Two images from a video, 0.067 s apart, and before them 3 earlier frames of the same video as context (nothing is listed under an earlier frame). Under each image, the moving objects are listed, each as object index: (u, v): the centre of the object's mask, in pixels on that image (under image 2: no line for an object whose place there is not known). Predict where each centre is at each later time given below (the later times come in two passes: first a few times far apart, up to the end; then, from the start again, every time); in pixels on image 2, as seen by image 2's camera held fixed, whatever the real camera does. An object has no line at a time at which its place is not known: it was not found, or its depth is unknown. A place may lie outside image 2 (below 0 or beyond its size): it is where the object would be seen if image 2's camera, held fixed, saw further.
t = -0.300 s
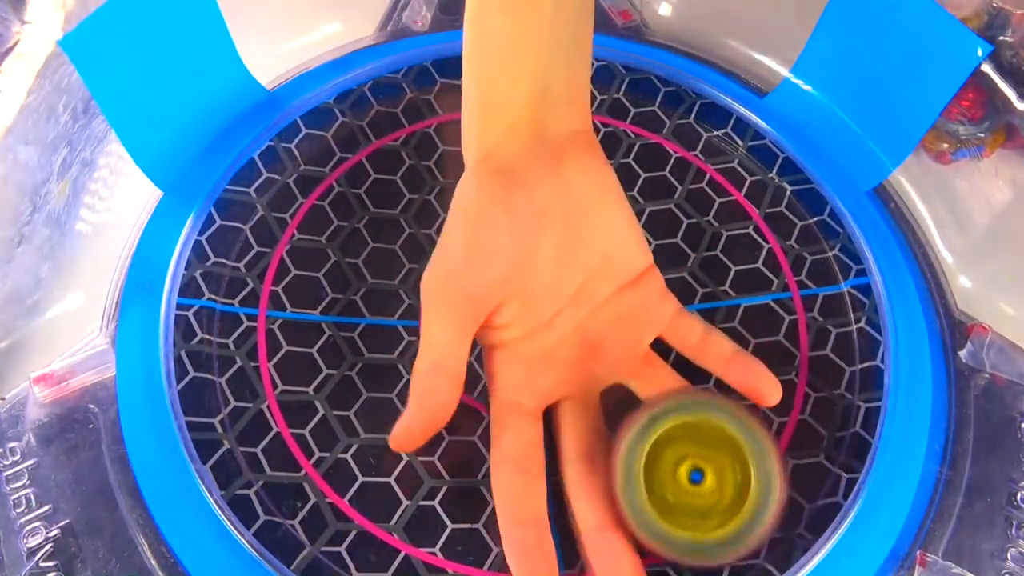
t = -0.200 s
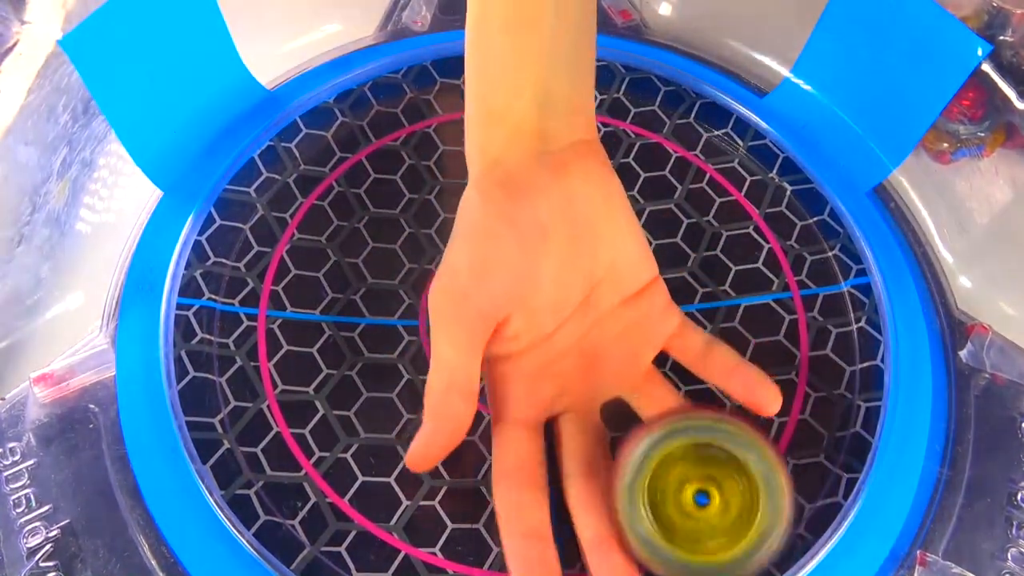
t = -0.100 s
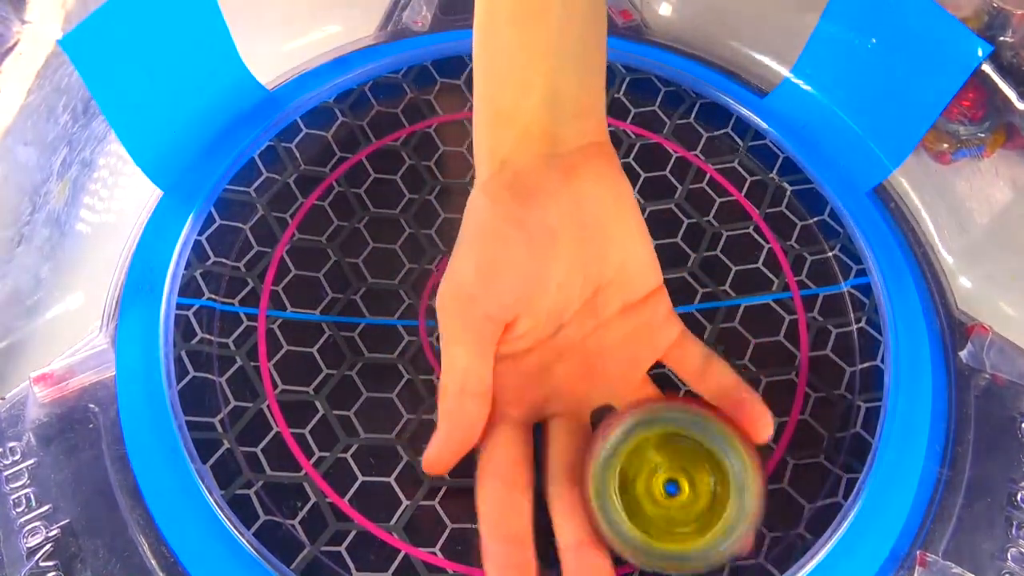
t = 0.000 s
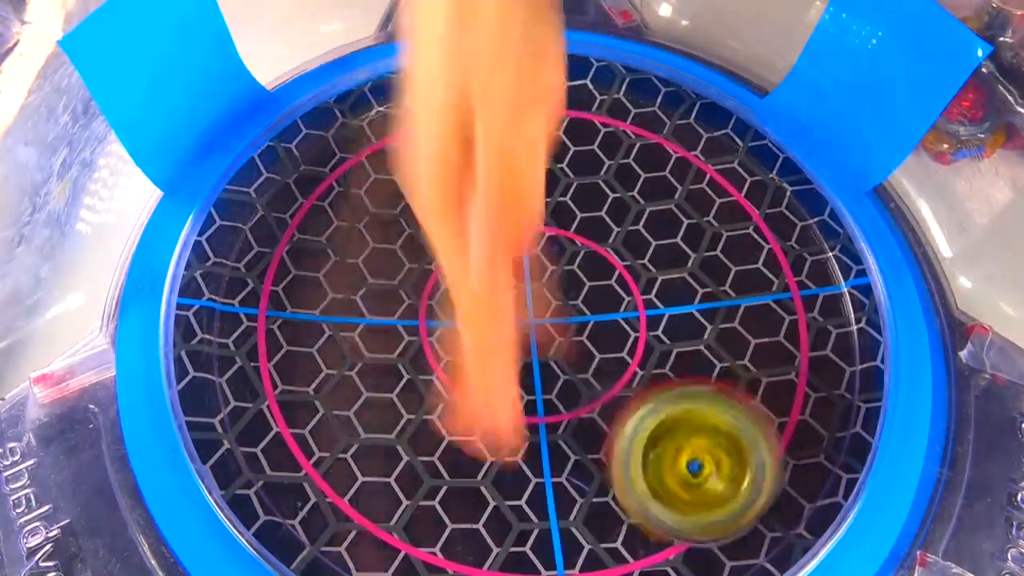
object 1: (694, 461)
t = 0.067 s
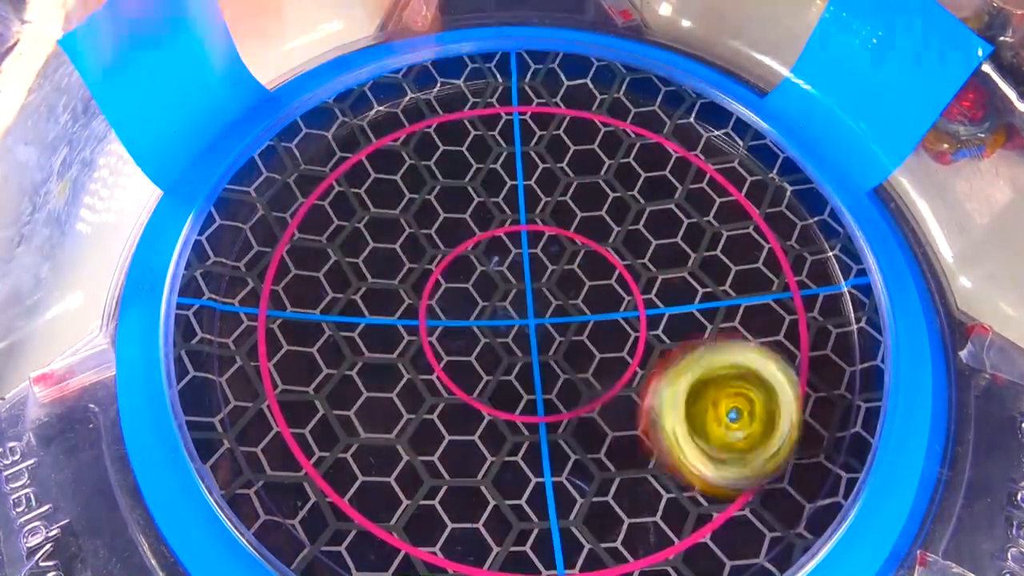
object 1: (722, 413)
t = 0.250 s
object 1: (704, 256)
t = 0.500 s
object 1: (574, 176)
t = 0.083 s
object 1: (725, 399)
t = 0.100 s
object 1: (726, 386)
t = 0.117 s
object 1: (728, 371)
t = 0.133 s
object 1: (726, 354)
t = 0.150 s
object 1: (725, 340)
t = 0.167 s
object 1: (725, 325)
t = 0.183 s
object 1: (722, 309)
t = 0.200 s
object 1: (720, 296)
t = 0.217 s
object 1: (714, 281)
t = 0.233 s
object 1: (712, 269)
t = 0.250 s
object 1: (704, 256)
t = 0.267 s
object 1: (700, 243)
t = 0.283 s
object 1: (692, 232)
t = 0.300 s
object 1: (685, 222)
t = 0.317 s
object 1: (676, 214)
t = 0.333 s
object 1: (668, 204)
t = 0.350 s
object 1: (660, 199)
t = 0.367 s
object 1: (650, 191)
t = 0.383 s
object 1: (643, 187)
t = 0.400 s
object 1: (632, 181)
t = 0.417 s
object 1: (623, 177)
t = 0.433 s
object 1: (613, 175)
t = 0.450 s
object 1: (604, 173)
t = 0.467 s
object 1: (593, 172)
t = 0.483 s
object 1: (585, 172)
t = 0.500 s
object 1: (574, 176)
